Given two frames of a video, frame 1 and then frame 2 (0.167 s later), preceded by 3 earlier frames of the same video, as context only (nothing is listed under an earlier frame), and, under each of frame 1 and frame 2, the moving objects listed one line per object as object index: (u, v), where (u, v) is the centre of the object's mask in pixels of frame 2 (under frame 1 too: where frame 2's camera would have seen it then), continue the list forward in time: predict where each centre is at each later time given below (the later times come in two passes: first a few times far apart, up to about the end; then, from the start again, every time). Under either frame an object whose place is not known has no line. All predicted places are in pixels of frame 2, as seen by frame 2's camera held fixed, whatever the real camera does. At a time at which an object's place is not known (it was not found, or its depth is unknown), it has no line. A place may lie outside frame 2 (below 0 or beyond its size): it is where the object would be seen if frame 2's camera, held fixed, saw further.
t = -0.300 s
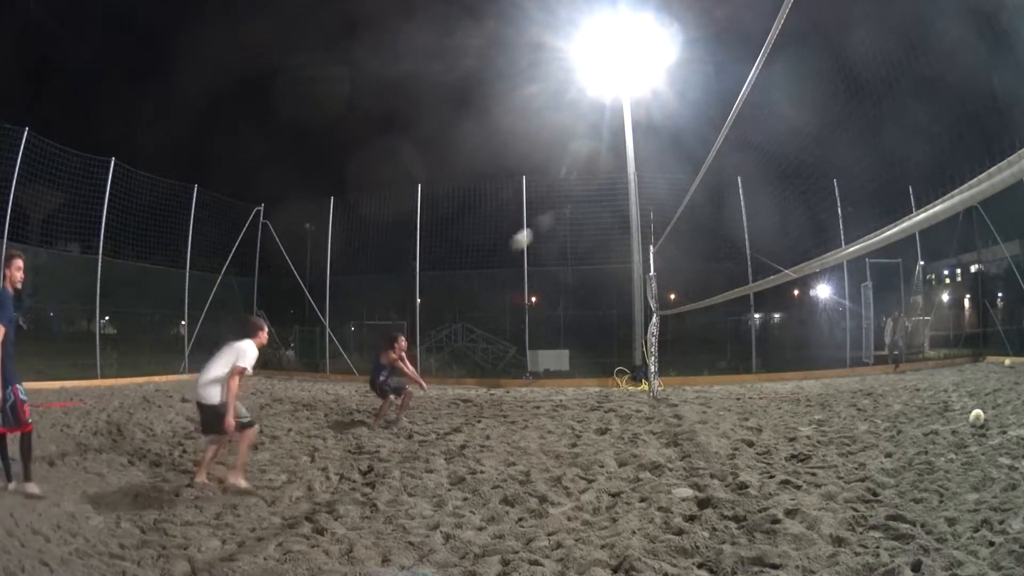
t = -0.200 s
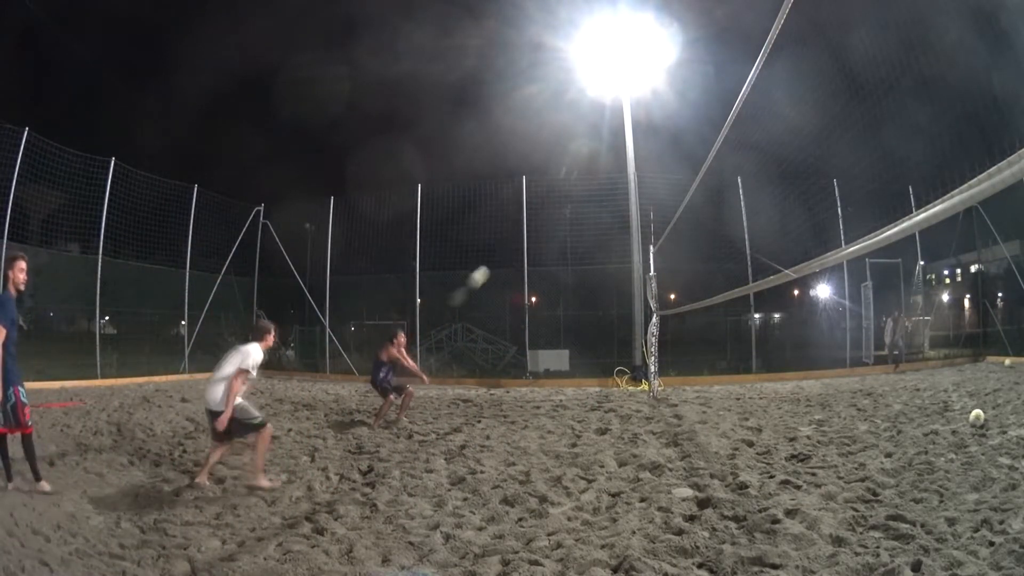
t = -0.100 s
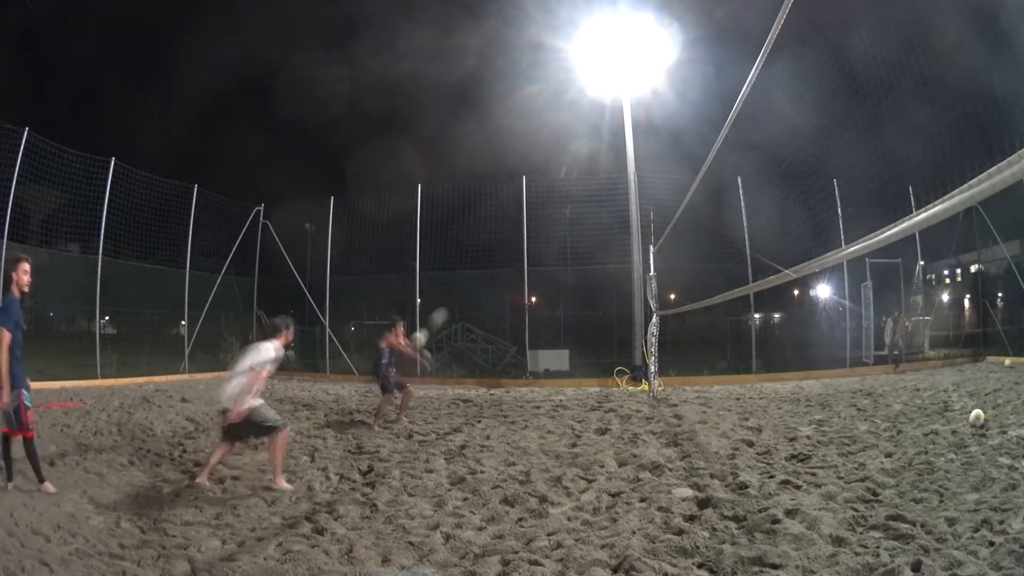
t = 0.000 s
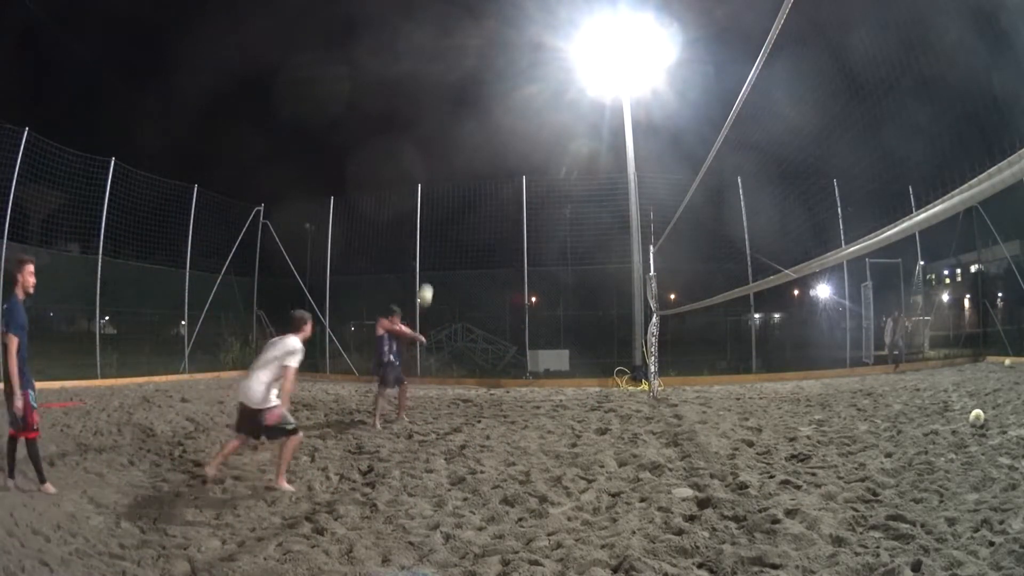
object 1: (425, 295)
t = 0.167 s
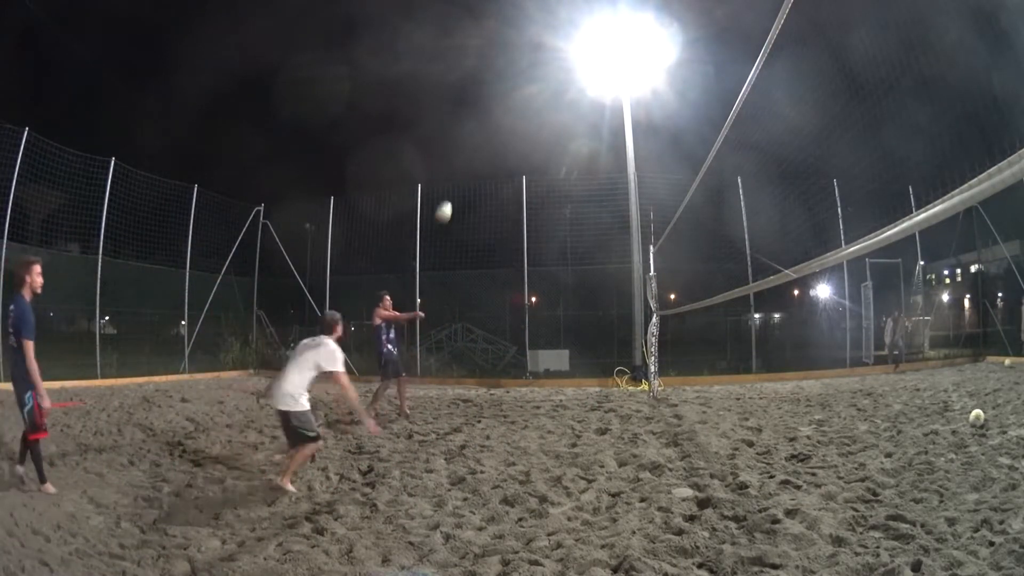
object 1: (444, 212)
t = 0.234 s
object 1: (451, 187)
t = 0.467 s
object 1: (478, 115)
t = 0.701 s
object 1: (501, 87)
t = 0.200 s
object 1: (447, 201)
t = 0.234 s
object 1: (451, 187)
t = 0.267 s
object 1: (456, 171)
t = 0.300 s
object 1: (460, 159)
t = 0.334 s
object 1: (462, 151)
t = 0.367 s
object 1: (467, 139)
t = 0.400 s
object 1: (469, 134)
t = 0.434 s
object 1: (473, 124)
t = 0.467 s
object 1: (478, 115)
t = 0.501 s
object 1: (480, 111)
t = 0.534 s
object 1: (484, 105)
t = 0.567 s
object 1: (487, 100)
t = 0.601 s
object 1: (491, 96)
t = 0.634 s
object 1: (495, 91)
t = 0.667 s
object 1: (497, 89)
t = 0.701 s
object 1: (501, 87)
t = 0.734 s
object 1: (505, 85)
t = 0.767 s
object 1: (509, 84)
